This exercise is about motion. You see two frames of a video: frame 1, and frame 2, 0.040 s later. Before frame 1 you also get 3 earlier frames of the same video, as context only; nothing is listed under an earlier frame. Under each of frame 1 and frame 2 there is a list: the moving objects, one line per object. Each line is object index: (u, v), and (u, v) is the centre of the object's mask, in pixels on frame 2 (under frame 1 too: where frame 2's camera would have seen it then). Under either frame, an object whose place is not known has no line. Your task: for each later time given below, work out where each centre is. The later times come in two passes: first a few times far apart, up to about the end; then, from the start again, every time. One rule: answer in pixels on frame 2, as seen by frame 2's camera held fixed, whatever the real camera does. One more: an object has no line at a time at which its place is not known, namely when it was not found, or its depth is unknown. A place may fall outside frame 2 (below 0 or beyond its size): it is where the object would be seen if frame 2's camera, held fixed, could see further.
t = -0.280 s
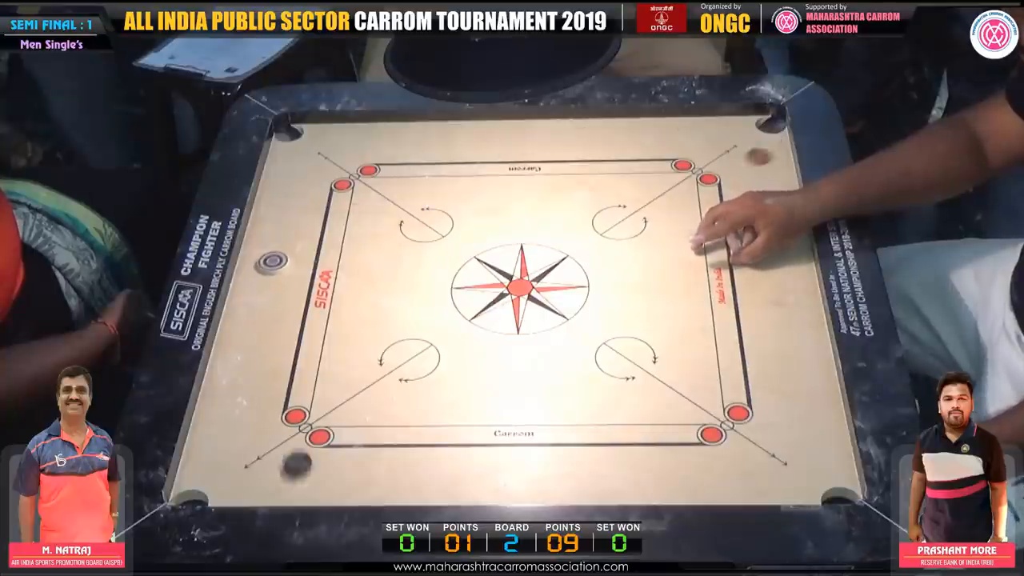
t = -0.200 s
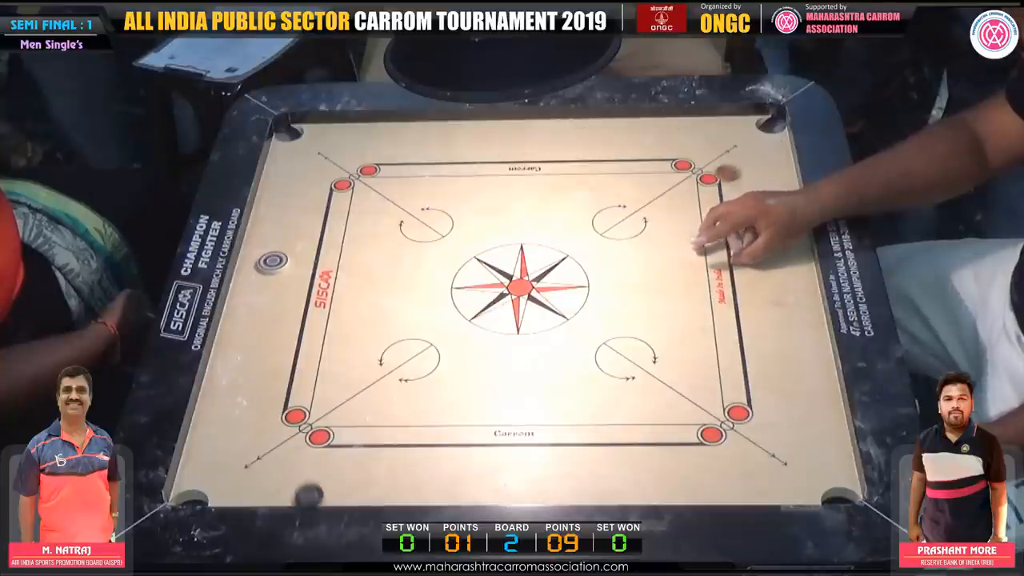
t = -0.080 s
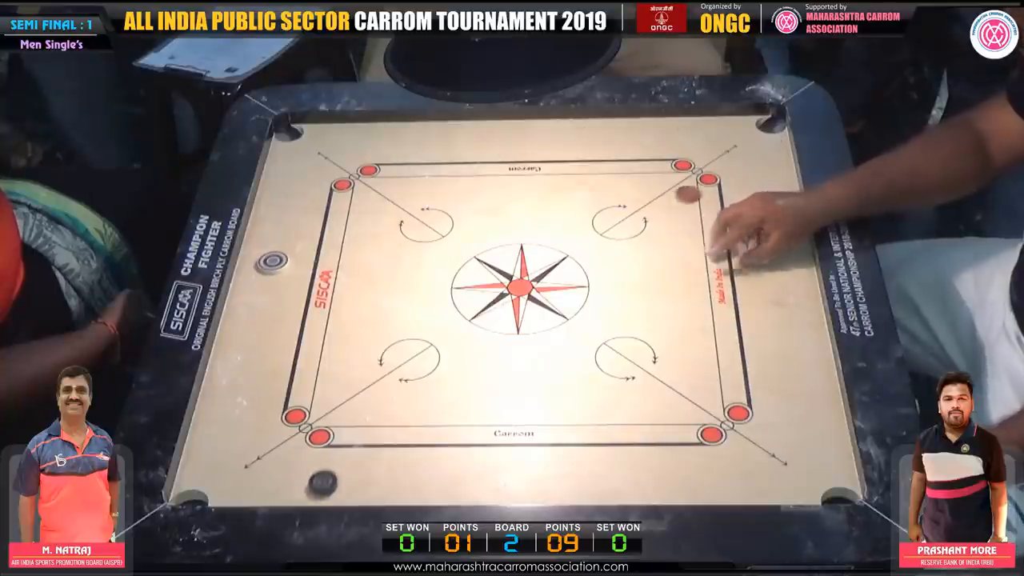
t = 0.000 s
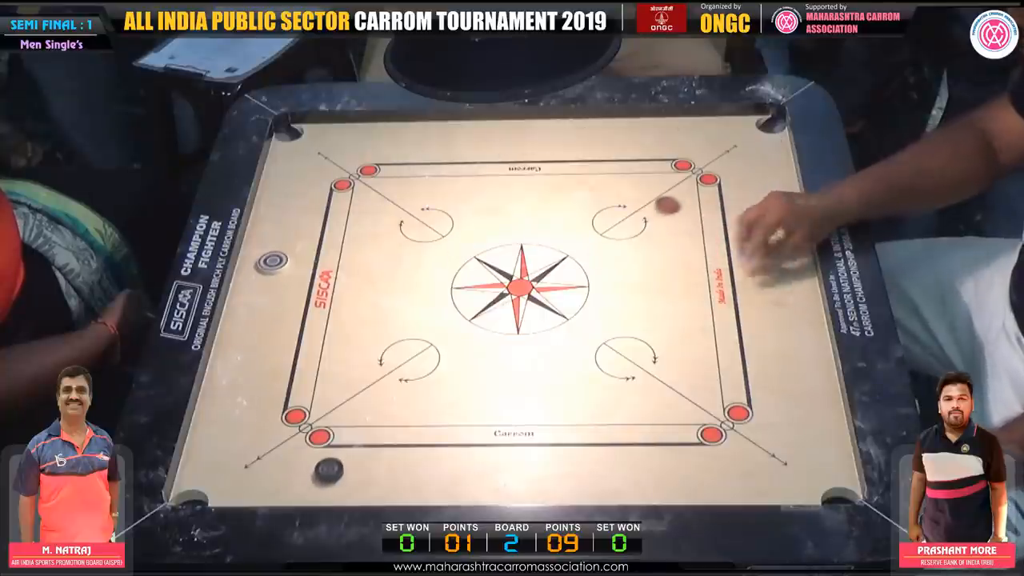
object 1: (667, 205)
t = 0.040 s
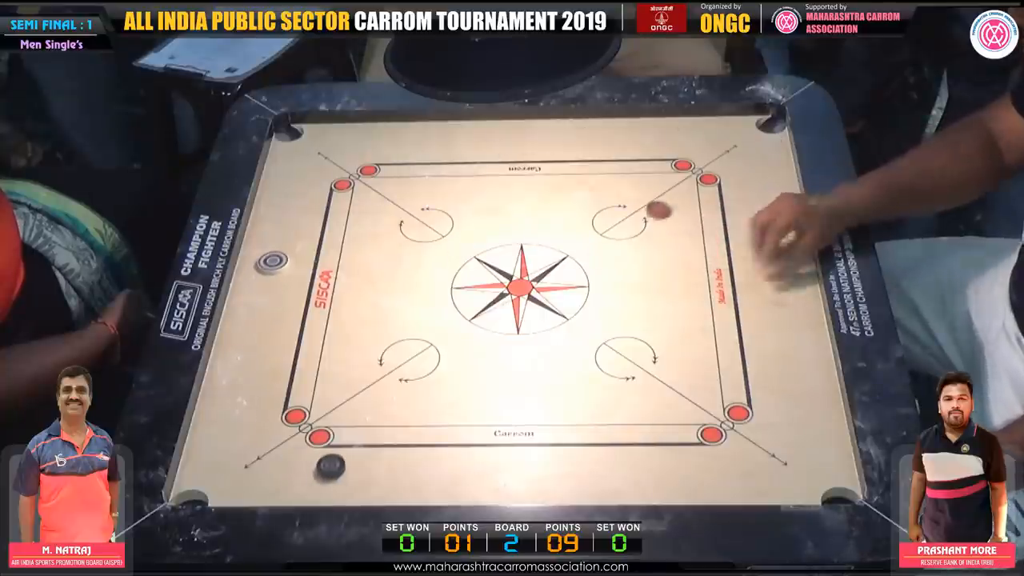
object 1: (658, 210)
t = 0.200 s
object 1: (634, 223)
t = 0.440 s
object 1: (628, 226)
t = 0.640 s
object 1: (628, 226)
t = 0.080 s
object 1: (651, 214)
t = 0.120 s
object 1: (644, 217)
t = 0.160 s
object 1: (638, 220)
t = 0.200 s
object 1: (634, 223)
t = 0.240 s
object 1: (631, 224)
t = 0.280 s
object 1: (629, 225)
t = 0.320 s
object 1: (628, 226)
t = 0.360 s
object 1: (628, 226)
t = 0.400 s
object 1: (628, 226)
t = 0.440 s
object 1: (628, 226)
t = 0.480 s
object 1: (628, 226)
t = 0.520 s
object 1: (628, 226)
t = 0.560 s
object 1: (628, 226)
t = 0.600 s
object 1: (628, 226)
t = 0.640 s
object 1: (628, 226)
